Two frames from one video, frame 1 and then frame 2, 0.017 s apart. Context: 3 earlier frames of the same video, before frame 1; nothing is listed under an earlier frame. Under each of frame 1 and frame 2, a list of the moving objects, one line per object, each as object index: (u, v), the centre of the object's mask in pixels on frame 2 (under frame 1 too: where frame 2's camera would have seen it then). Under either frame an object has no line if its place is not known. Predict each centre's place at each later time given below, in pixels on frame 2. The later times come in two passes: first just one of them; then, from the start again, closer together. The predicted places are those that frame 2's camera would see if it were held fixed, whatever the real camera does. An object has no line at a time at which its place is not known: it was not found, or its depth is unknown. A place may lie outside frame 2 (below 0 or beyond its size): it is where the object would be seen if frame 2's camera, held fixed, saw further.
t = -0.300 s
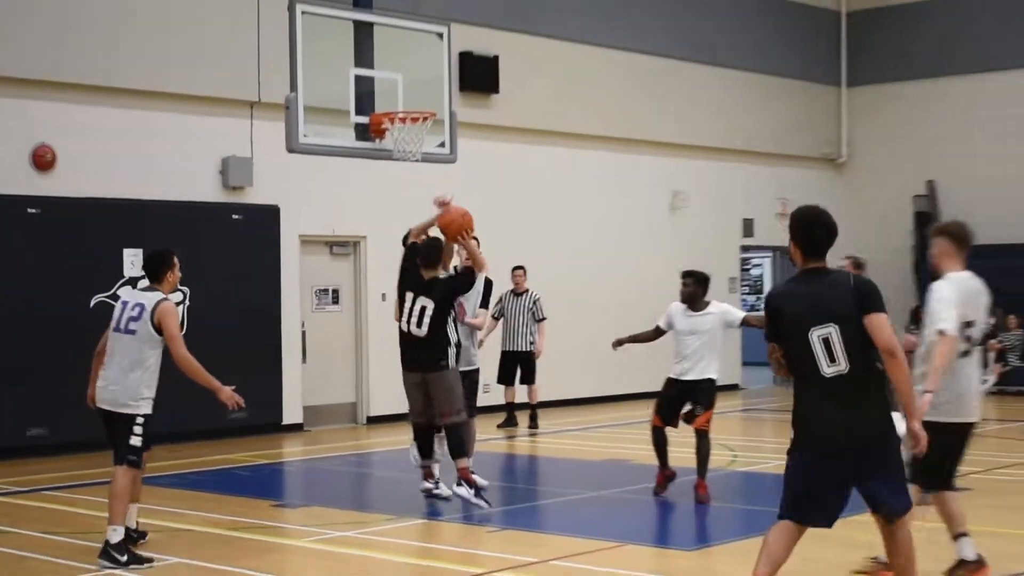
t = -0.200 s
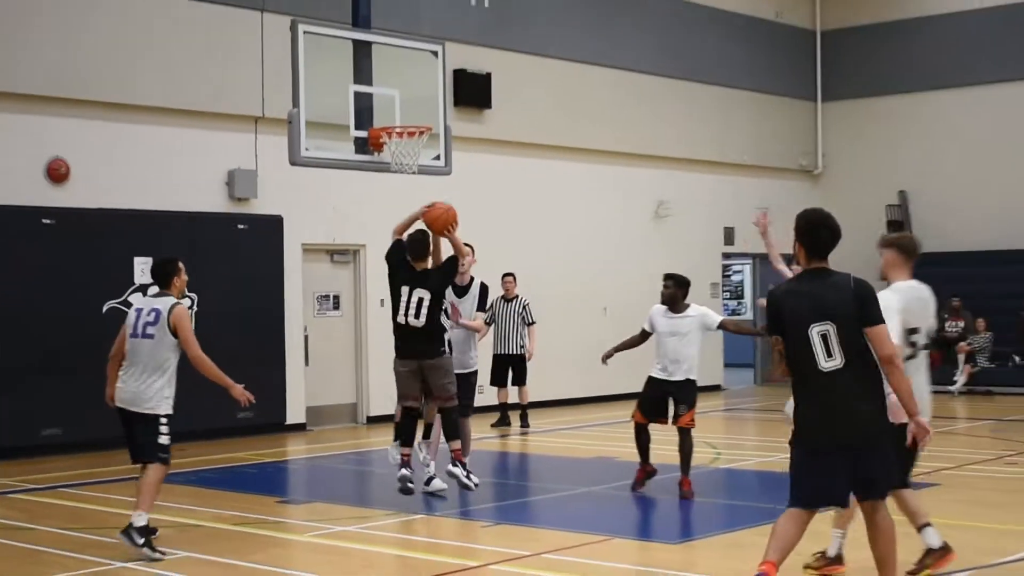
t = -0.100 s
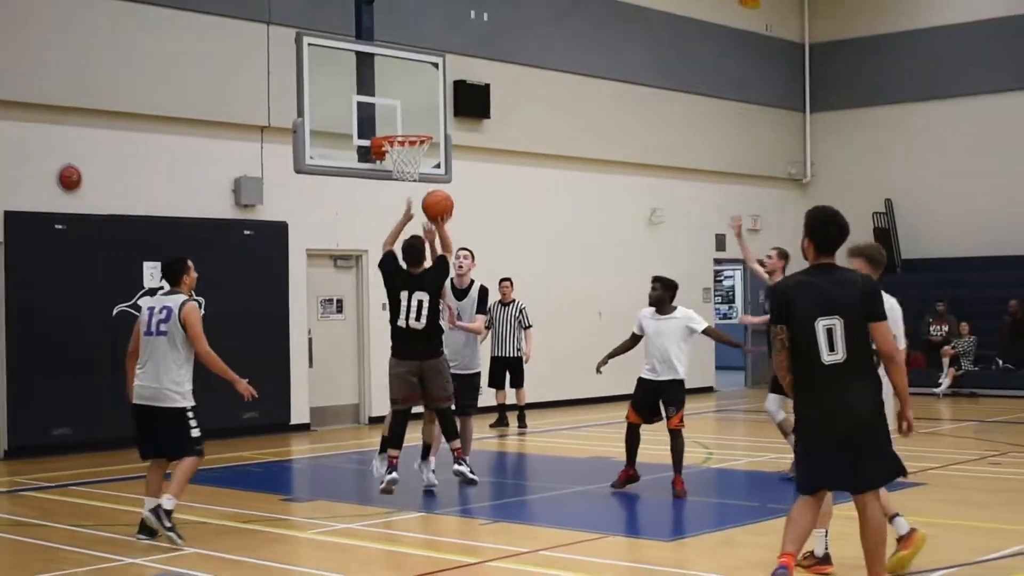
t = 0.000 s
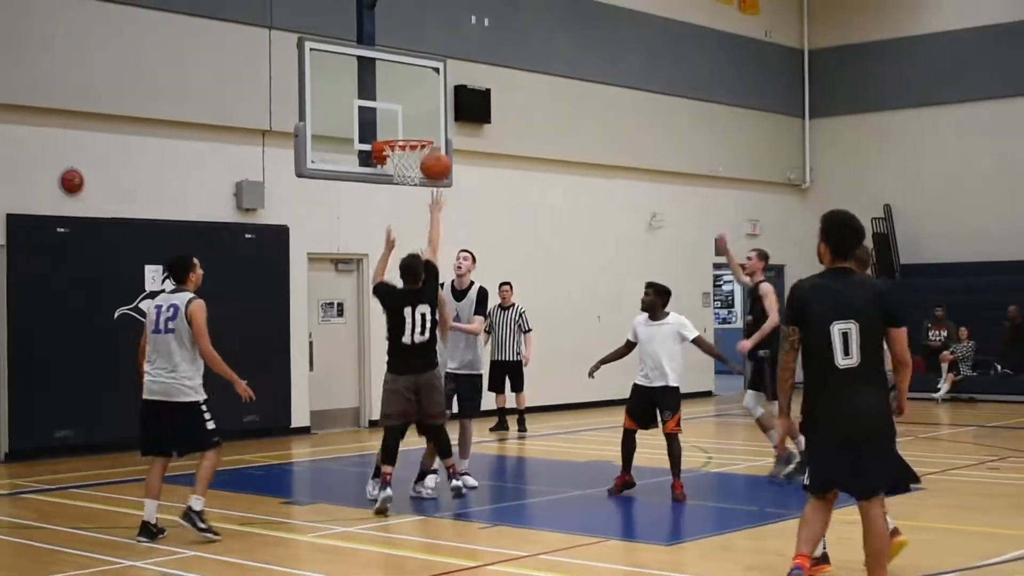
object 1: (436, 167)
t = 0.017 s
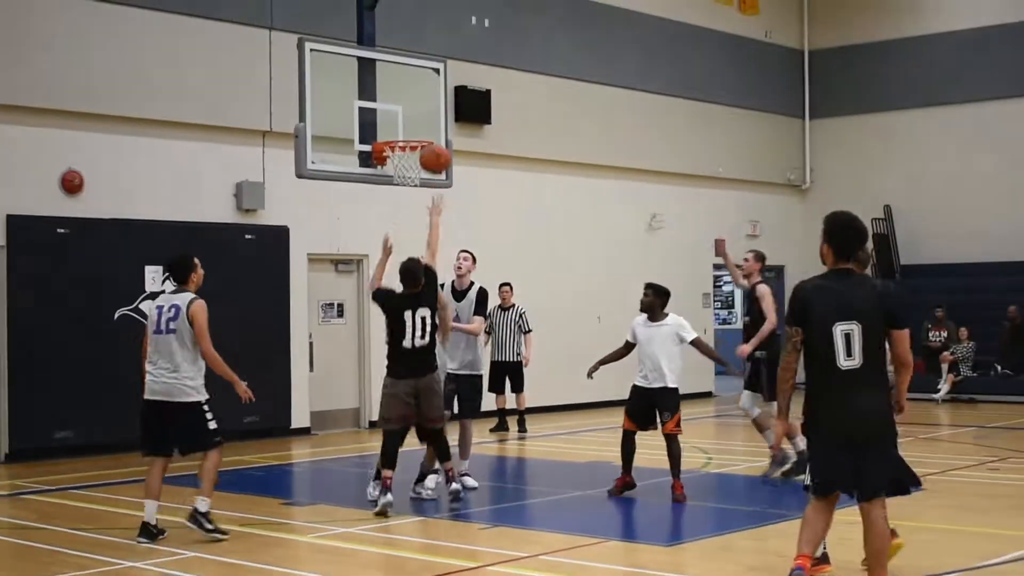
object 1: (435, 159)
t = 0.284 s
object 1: (423, 82)
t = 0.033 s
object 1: (434, 151)
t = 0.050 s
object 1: (433, 144)
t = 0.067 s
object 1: (433, 137)
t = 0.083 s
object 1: (432, 130)
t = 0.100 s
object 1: (431, 124)
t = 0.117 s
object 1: (431, 119)
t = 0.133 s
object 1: (430, 113)
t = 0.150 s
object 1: (429, 109)
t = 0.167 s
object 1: (428, 103)
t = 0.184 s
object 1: (427, 99)
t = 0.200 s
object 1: (427, 95)
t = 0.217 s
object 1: (426, 92)
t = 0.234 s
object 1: (426, 89)
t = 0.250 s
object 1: (425, 86)
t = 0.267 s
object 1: (424, 84)
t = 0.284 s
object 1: (423, 82)
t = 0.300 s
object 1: (423, 80)
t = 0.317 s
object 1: (422, 79)
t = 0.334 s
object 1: (422, 78)
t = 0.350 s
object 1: (422, 77)
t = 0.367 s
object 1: (421, 77)
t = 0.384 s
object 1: (420, 77)
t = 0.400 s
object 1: (419, 77)
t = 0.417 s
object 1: (419, 78)
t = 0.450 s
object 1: (419, 80)
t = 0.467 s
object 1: (419, 82)
